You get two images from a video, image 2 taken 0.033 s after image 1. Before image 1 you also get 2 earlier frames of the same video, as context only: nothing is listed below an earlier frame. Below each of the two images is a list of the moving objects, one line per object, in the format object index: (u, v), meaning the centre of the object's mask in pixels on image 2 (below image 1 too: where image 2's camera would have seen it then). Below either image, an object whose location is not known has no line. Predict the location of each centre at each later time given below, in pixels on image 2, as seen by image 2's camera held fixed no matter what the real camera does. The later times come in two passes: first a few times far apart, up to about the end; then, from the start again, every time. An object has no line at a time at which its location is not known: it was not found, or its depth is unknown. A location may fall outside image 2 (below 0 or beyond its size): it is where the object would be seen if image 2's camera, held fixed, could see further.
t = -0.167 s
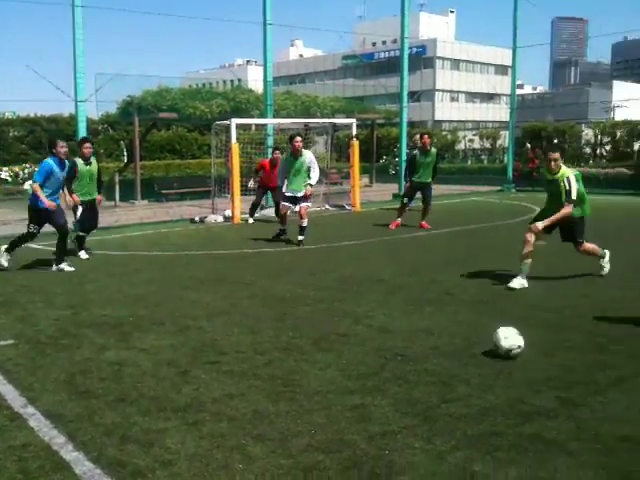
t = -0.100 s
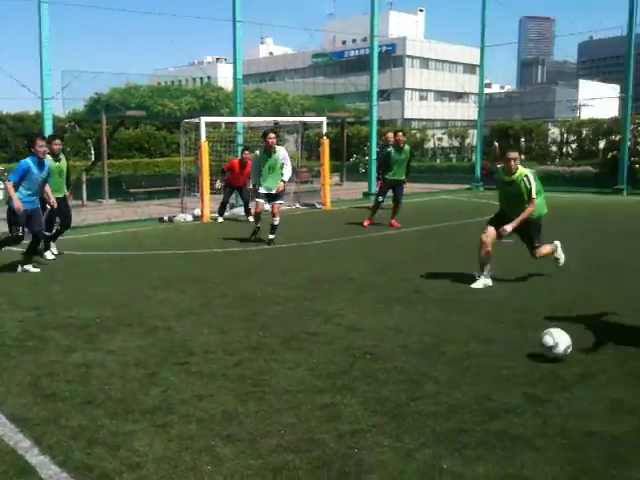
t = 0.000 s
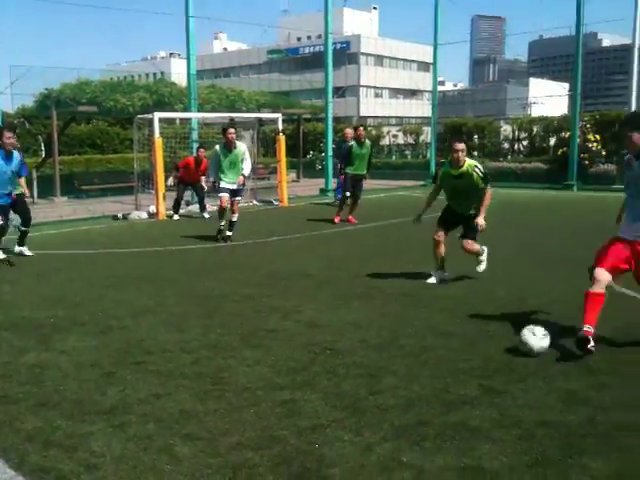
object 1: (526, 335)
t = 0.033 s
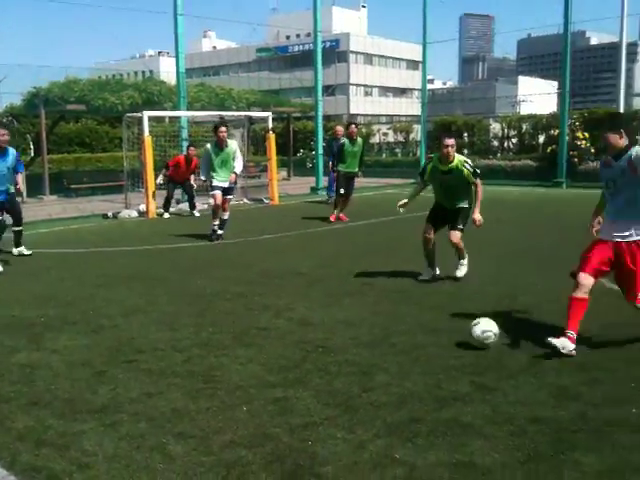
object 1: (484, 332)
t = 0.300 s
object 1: (220, 318)
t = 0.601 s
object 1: (37, 308)
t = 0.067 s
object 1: (443, 328)
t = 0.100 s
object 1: (403, 328)
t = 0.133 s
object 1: (367, 327)
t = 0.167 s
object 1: (335, 324)
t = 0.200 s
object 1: (304, 321)
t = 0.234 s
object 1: (274, 320)
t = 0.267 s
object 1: (245, 320)
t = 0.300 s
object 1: (220, 318)
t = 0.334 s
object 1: (196, 316)
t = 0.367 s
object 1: (172, 316)
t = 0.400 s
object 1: (150, 315)
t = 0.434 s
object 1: (130, 313)
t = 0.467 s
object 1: (110, 312)
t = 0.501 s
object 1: (90, 310)
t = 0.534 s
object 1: (71, 310)
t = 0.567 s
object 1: (54, 309)
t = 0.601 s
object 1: (37, 308)
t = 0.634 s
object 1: (20, 306)
